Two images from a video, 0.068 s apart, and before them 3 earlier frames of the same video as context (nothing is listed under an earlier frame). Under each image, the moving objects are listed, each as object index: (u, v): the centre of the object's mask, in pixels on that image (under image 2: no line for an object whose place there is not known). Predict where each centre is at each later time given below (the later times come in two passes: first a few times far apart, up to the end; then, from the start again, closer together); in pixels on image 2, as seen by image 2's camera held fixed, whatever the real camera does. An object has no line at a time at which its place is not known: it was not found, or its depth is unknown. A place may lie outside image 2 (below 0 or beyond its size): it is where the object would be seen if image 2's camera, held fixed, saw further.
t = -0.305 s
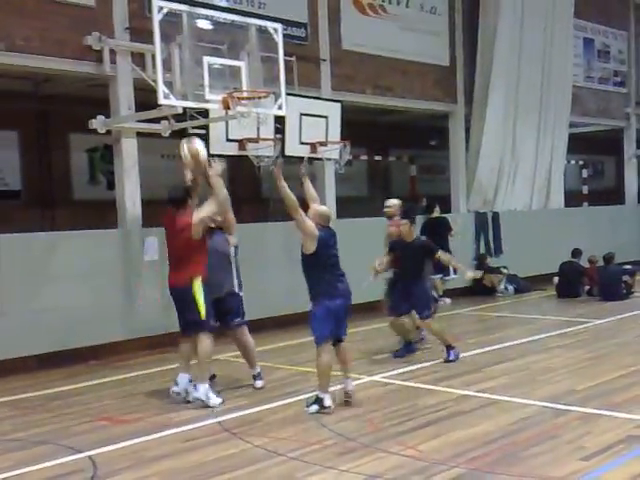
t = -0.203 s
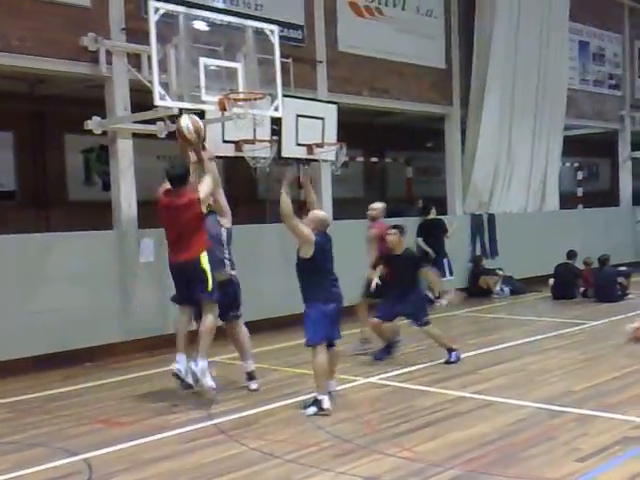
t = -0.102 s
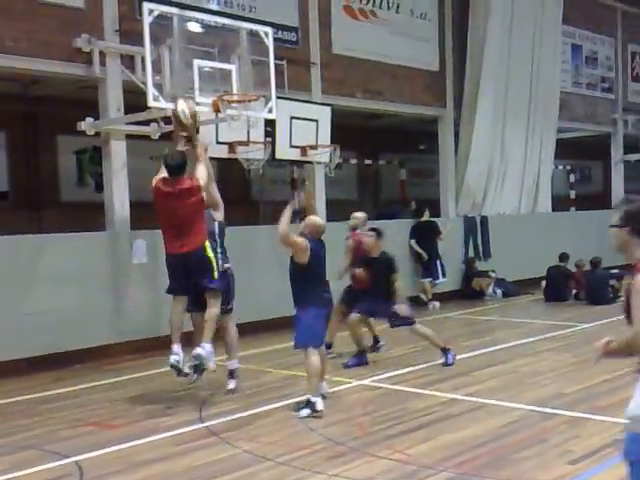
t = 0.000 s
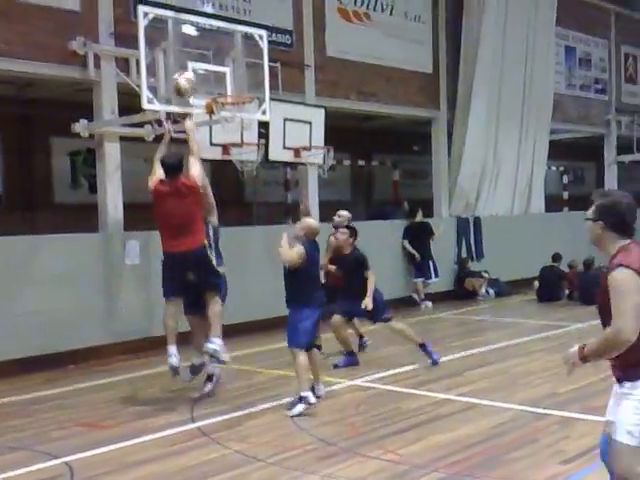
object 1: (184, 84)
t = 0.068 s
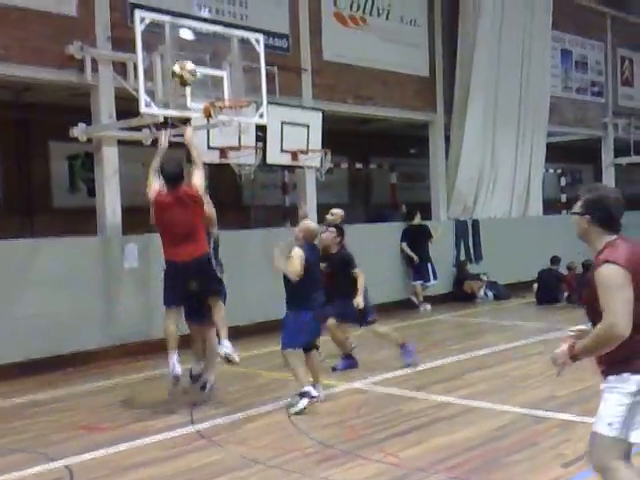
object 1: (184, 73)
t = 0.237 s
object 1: (192, 56)
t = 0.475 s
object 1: (202, 78)
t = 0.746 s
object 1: (208, 76)
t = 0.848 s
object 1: (214, 81)
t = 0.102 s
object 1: (185, 66)
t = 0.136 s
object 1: (186, 62)
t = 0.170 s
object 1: (188, 59)
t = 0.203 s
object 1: (190, 56)
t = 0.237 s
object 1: (192, 56)
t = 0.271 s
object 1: (194, 56)
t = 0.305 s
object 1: (196, 57)
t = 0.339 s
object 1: (197, 59)
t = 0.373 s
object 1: (199, 62)
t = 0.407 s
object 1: (201, 66)
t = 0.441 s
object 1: (202, 72)
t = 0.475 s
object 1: (202, 78)
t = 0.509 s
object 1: (205, 85)
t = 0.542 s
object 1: (207, 91)
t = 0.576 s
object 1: (204, 87)
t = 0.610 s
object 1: (202, 83)
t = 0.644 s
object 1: (203, 81)
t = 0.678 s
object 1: (204, 79)
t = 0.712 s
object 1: (206, 77)
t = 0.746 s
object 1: (208, 76)
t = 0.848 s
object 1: (214, 81)
